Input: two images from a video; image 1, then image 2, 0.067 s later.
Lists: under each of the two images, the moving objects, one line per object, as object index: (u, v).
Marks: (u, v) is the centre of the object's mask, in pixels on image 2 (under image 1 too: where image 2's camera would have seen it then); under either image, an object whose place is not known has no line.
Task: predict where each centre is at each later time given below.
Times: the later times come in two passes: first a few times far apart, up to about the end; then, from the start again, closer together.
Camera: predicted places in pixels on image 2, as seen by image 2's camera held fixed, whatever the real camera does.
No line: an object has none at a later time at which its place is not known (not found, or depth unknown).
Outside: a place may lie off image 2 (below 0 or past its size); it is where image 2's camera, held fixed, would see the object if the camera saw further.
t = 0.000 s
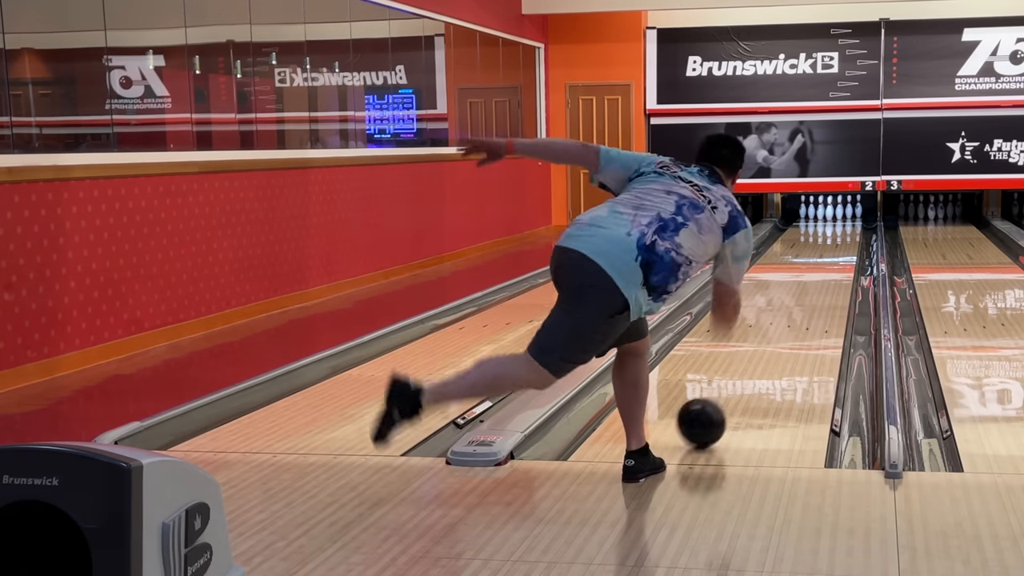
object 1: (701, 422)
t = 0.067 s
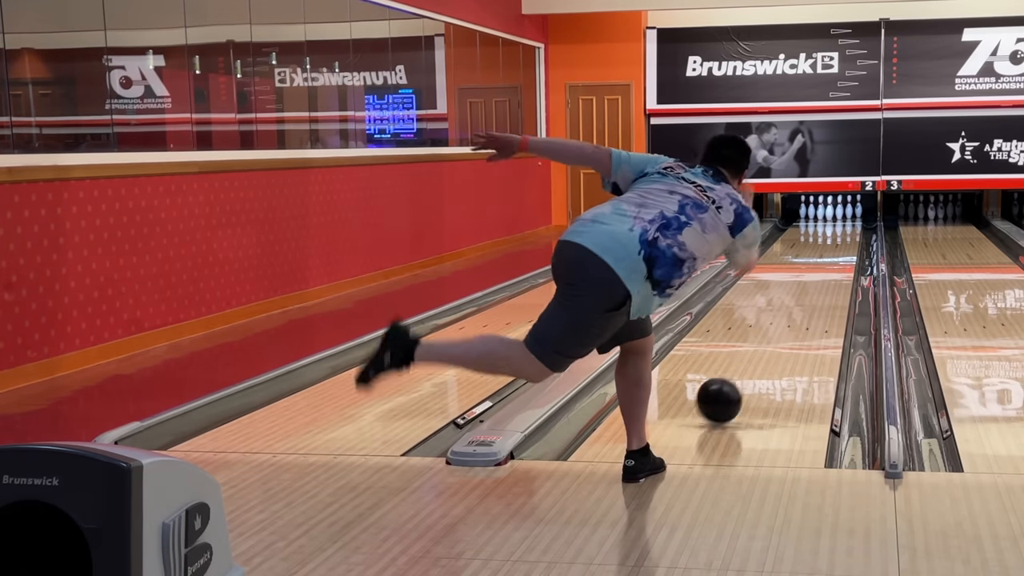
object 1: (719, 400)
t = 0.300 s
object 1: (764, 348)
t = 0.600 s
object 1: (800, 305)
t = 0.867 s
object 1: (821, 279)
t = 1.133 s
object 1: (835, 260)
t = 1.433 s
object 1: (844, 244)
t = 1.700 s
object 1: (848, 234)
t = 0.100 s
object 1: (727, 392)
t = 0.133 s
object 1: (734, 383)
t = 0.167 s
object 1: (741, 375)
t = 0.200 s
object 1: (747, 368)
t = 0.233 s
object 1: (753, 361)
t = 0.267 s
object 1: (759, 354)
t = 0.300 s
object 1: (764, 348)
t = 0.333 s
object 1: (769, 342)
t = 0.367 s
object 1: (774, 336)
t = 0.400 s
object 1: (778, 331)
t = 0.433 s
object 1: (782, 326)
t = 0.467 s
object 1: (786, 322)
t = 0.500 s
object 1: (790, 317)
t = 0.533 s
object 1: (788, 316)
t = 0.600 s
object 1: (800, 305)
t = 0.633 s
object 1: (803, 301)
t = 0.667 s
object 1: (806, 298)
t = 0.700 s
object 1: (809, 294)
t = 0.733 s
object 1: (811, 291)
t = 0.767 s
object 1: (814, 288)
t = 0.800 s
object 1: (816, 285)
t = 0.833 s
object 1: (818, 282)
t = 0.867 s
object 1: (821, 279)
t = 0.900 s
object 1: (823, 276)
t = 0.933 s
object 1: (825, 273)
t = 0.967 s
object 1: (826, 271)
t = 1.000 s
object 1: (828, 269)
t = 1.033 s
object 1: (830, 266)
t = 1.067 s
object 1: (832, 264)
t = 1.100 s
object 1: (833, 262)
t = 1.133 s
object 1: (835, 260)
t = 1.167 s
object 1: (836, 258)
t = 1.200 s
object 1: (837, 256)
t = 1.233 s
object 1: (839, 254)
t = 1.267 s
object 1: (840, 252)
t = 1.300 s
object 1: (841, 251)
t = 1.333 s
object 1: (842, 249)
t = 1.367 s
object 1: (843, 247)
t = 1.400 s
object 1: (844, 246)
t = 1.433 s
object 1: (844, 244)
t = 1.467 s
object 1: (845, 243)
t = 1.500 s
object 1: (846, 242)
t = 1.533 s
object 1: (847, 240)
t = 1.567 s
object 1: (847, 239)
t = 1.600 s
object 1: (848, 237)
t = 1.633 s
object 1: (843, 240)
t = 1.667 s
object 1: (848, 235)
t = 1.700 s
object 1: (848, 234)
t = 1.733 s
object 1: (849, 233)
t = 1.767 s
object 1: (849, 231)
